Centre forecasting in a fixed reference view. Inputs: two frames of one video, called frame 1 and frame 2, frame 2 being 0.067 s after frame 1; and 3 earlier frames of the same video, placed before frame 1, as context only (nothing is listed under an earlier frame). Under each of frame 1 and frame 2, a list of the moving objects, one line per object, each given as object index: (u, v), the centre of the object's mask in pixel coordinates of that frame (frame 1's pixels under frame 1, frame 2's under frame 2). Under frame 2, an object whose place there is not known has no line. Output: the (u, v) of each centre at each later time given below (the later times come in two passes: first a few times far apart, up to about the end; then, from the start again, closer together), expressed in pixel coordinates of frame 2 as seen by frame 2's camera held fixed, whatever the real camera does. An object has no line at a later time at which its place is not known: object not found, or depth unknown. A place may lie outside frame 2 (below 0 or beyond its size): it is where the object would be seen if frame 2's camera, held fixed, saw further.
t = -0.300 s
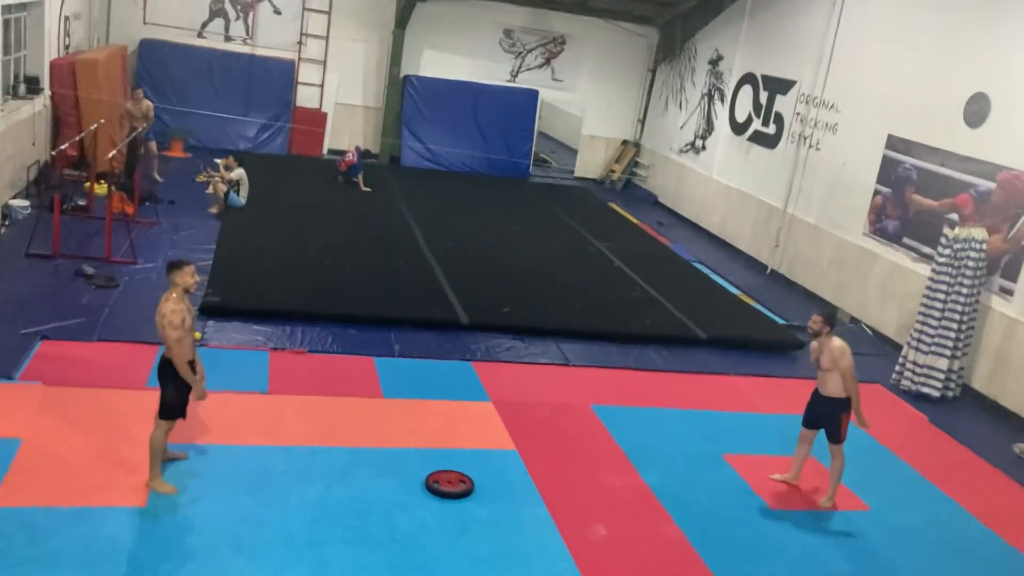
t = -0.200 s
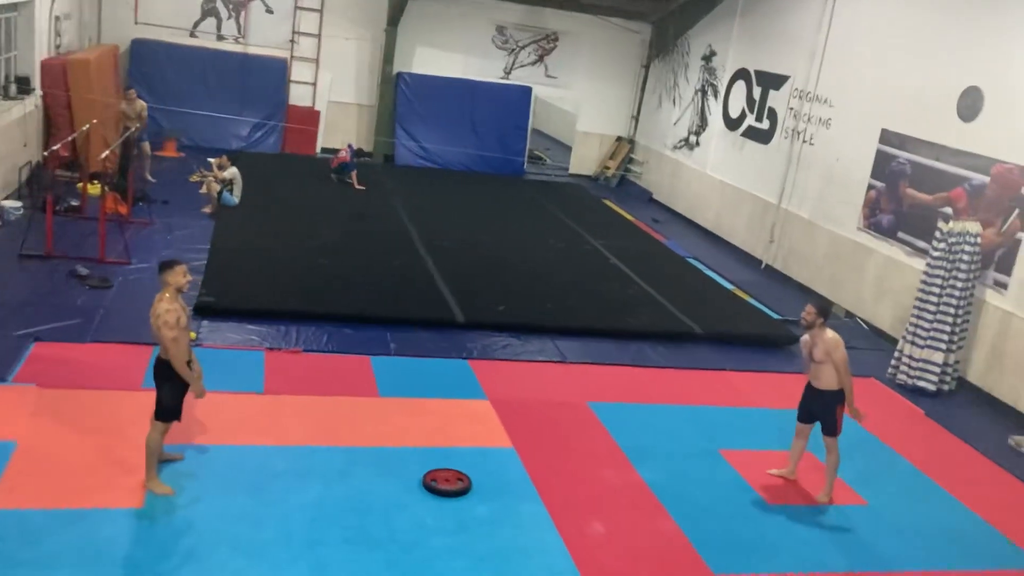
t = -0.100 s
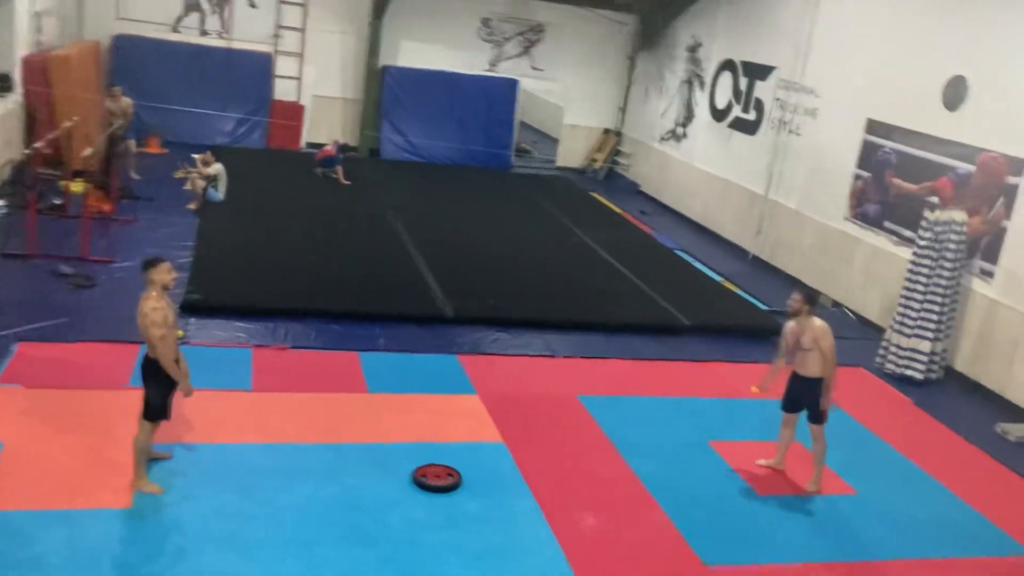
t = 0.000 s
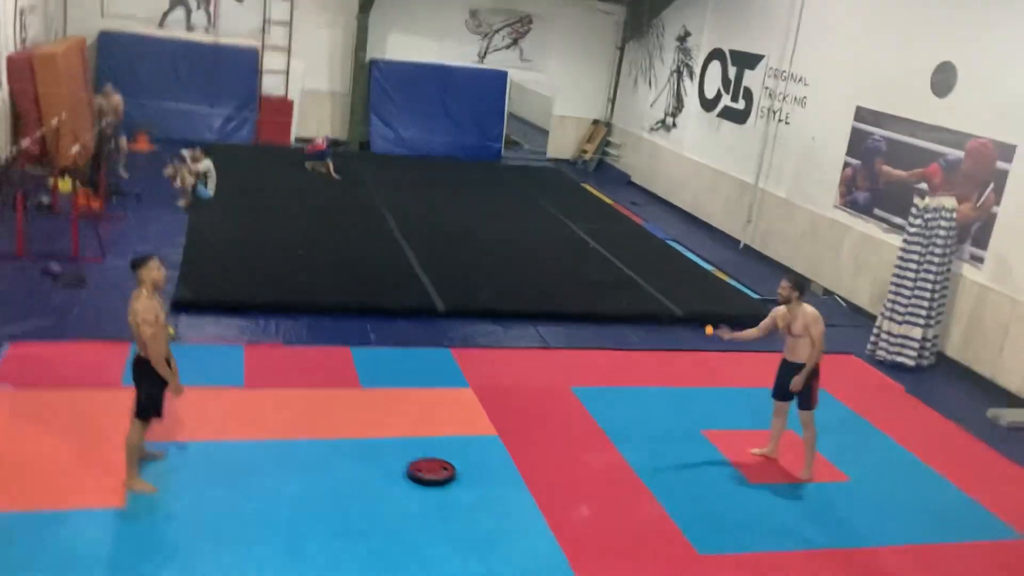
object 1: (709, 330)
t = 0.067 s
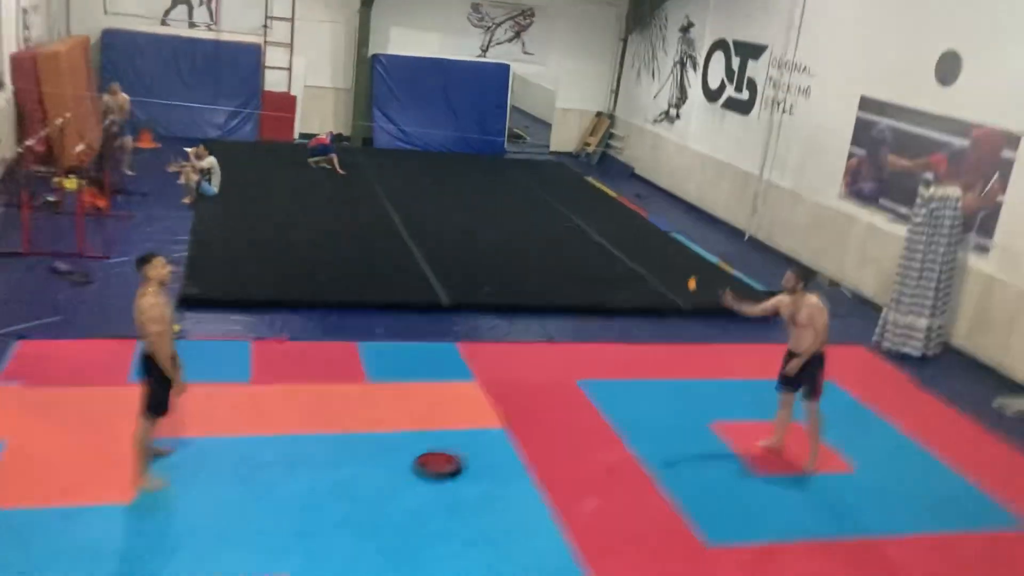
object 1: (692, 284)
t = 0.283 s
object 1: (607, 184)
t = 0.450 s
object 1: (528, 139)
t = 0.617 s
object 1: (438, 133)
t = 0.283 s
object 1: (607, 184)
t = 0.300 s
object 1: (600, 178)
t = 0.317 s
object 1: (592, 172)
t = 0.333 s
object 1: (584, 167)
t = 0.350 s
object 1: (576, 162)
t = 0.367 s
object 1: (568, 158)
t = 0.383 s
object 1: (561, 154)
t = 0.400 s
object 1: (552, 149)
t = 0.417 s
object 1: (544, 145)
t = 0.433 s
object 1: (535, 142)
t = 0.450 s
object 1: (528, 139)
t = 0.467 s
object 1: (519, 137)
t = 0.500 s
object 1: (502, 132)
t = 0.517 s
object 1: (493, 131)
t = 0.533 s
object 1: (484, 130)
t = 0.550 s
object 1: (475, 129)
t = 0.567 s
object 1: (466, 129)
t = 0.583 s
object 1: (457, 129)
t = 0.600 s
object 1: (447, 129)
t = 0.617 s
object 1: (438, 133)
